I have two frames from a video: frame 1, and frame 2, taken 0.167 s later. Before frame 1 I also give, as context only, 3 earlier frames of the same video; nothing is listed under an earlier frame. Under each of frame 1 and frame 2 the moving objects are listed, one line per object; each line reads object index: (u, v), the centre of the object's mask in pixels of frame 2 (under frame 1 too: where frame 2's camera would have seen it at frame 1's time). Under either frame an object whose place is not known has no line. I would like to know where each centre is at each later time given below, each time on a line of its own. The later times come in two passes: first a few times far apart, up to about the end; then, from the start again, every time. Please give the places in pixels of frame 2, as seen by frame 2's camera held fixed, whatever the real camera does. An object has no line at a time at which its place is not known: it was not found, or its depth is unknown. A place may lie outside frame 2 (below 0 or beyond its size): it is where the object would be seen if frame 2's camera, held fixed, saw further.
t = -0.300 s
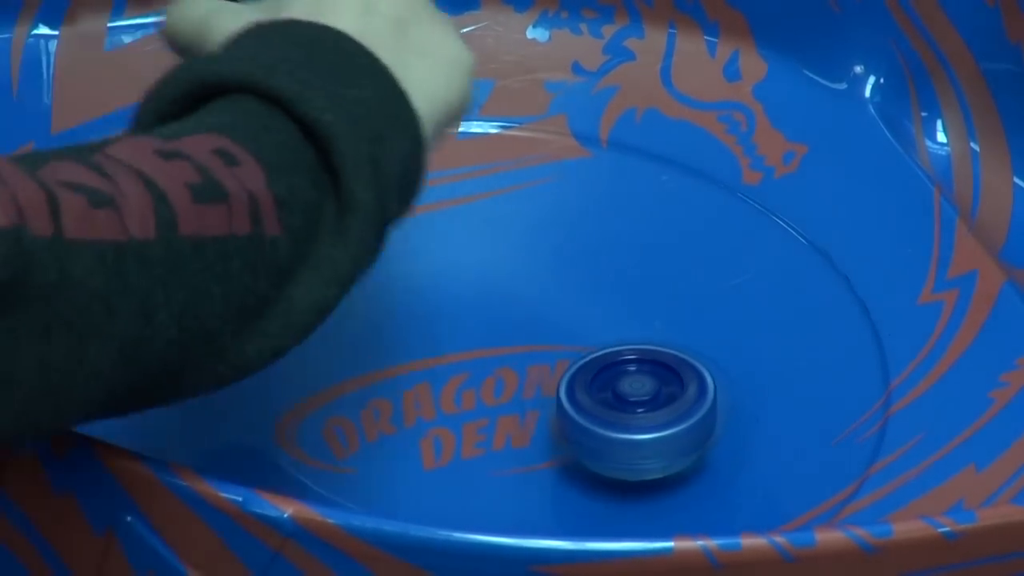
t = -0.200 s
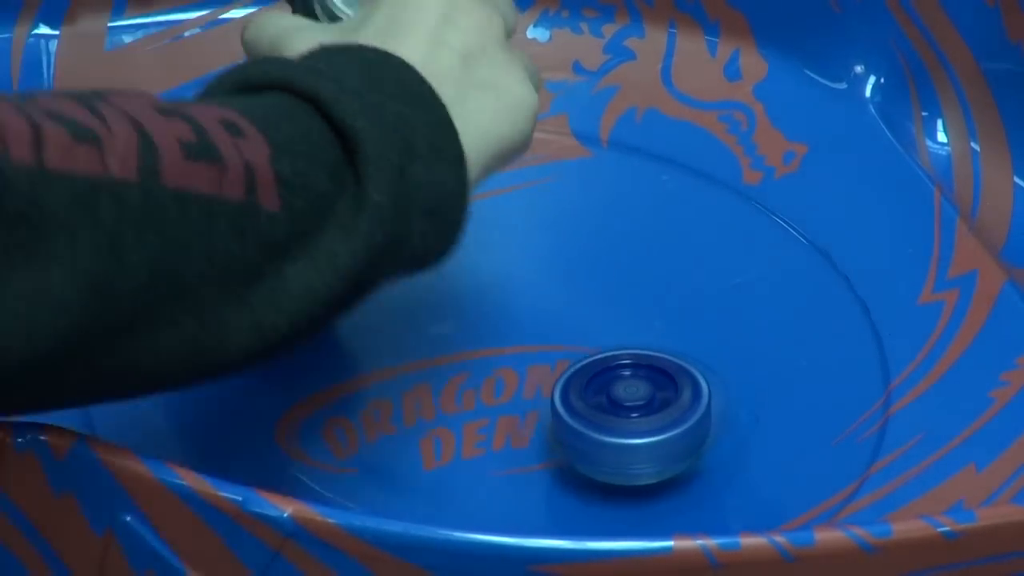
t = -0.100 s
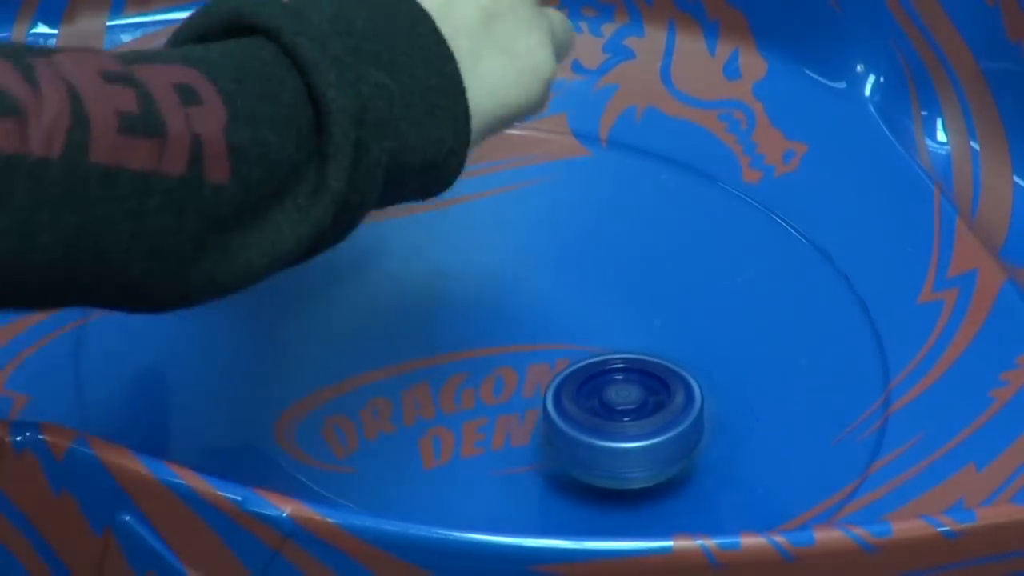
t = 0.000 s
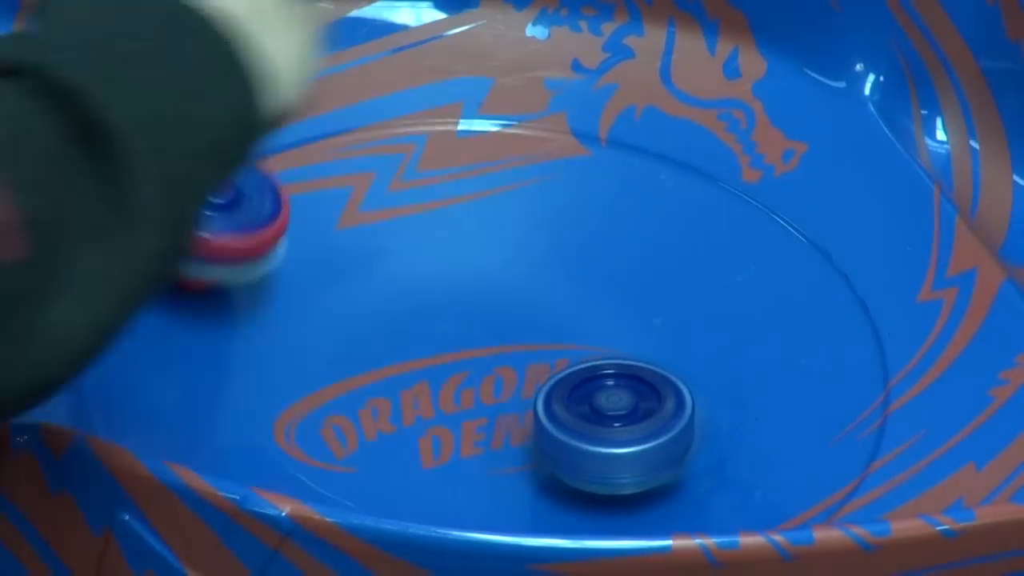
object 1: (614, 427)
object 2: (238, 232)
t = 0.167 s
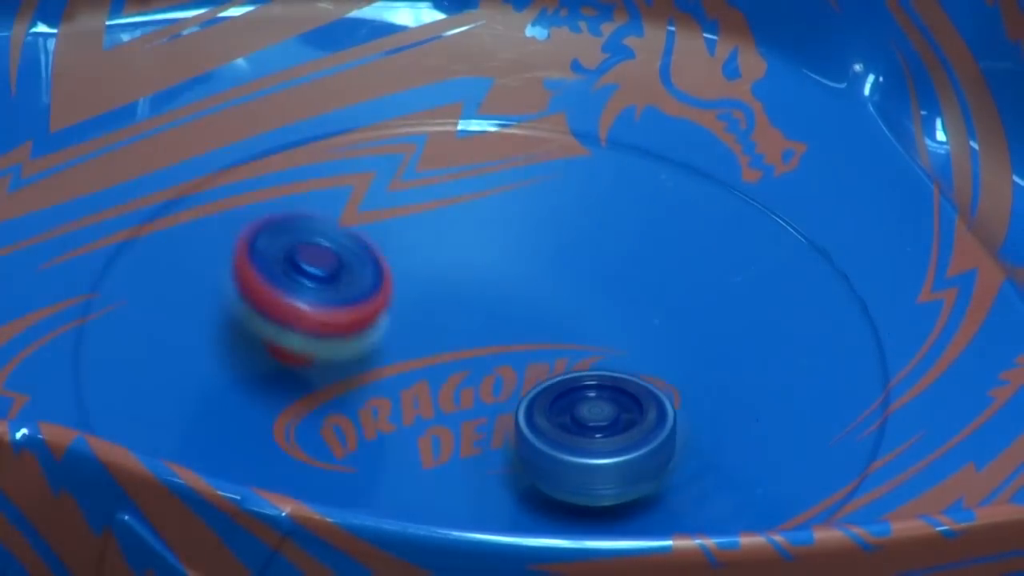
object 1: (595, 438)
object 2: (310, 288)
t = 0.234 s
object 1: (588, 442)
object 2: (379, 335)
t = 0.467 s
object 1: (605, 454)
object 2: (463, 309)
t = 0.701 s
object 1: (599, 445)
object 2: (525, 232)
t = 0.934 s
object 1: (561, 450)
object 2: (488, 210)
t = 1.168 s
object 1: (514, 457)
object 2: (455, 262)
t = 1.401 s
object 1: (471, 458)
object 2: (556, 266)
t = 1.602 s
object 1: (435, 455)
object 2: (622, 260)
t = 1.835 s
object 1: (403, 446)
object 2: (589, 265)
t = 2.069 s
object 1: (377, 434)
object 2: (634, 315)
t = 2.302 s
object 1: (359, 420)
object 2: (665, 343)
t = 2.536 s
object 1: (346, 402)
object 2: (648, 362)
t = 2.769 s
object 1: (339, 383)
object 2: (638, 402)
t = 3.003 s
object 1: (341, 362)
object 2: (595, 426)
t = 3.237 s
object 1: (352, 345)
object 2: (543, 446)
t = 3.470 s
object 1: (372, 328)
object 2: (492, 448)
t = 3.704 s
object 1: (397, 314)
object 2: (442, 443)
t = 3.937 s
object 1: (438, 303)
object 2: (417, 431)
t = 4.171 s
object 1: (480, 307)
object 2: (355, 396)
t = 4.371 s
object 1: (512, 315)
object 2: (339, 374)
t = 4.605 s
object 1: (551, 328)
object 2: (332, 348)
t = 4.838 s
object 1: (581, 344)
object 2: (339, 315)
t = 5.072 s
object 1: (600, 370)
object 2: (371, 282)
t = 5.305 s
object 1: (610, 394)
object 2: (438, 258)
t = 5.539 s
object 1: (606, 417)
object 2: (533, 257)
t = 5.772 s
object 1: (591, 437)
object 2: (578, 266)
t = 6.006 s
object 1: (568, 448)
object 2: (595, 284)
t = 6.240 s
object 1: (538, 454)
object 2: (614, 305)
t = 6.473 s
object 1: (501, 455)
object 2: (625, 328)
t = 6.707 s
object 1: (464, 449)
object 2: (631, 350)
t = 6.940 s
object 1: (435, 435)
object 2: (624, 364)
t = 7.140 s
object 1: (410, 421)
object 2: (623, 371)
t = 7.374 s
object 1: (406, 400)
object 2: (615, 369)
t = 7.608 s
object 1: (414, 377)
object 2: (630, 366)
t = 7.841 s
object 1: (438, 364)
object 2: (651, 360)
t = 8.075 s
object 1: (459, 351)
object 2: (670, 352)
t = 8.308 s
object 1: (459, 338)
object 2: (681, 352)
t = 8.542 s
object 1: (447, 320)
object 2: (680, 368)
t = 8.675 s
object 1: (436, 312)
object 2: (656, 377)
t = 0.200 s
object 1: (591, 440)
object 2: (343, 317)
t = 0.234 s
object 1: (588, 442)
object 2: (379, 335)
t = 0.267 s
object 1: (585, 445)
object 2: (411, 347)
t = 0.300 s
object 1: (593, 454)
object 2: (422, 346)
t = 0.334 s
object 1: (597, 459)
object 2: (432, 342)
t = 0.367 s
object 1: (600, 459)
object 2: (441, 336)
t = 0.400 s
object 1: (602, 458)
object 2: (448, 329)
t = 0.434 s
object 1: (604, 456)
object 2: (455, 319)
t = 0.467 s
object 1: (605, 454)
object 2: (463, 309)
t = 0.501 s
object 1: (607, 452)
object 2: (470, 299)
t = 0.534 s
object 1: (607, 450)
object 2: (478, 289)
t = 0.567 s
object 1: (607, 449)
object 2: (487, 278)
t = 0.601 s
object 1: (606, 448)
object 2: (497, 268)
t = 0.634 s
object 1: (604, 446)
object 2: (507, 256)
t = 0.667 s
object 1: (602, 446)
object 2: (517, 245)
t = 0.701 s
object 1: (599, 445)
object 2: (525, 232)
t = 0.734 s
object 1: (595, 444)
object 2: (530, 220)
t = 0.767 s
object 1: (591, 444)
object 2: (529, 210)
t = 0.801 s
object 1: (586, 445)
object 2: (526, 204)
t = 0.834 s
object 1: (579, 447)
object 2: (519, 200)
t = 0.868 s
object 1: (574, 447)
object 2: (510, 200)
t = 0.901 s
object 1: (568, 449)
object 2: (500, 204)
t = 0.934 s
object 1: (561, 450)
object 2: (488, 210)
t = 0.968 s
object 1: (555, 451)
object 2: (477, 218)
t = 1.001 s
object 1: (548, 452)
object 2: (466, 229)
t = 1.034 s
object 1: (541, 453)
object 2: (458, 237)
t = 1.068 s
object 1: (534, 454)
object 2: (453, 245)
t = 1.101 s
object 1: (527, 455)
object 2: (451, 253)
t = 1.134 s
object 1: (520, 457)
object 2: (452, 258)
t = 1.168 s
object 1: (514, 457)
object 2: (455, 262)
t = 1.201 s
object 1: (508, 458)
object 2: (463, 264)
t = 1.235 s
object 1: (502, 457)
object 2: (474, 265)
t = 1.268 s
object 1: (494, 458)
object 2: (486, 265)
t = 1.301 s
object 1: (488, 459)
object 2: (502, 266)
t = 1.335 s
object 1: (481, 459)
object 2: (519, 266)
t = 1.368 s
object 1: (477, 458)
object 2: (537, 266)
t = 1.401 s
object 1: (471, 458)
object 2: (556, 266)
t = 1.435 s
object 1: (464, 458)
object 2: (575, 266)
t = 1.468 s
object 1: (456, 459)
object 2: (593, 266)
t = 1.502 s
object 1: (452, 457)
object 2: (607, 265)
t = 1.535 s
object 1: (446, 457)
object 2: (616, 263)
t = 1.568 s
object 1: (440, 456)
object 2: (621, 262)
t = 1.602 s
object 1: (435, 455)
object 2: (622, 260)
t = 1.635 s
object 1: (430, 454)
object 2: (621, 258)
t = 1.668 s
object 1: (425, 452)
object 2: (617, 256)
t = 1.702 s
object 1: (419, 452)
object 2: (611, 256)
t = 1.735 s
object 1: (416, 450)
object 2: (605, 257)
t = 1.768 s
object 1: (411, 450)
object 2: (598, 259)
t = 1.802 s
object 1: (405, 449)
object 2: (592, 262)
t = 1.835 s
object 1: (403, 446)
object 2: (589, 265)
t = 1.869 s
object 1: (399, 444)
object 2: (587, 269)
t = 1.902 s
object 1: (394, 443)
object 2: (589, 275)
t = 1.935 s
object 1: (390, 442)
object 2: (592, 282)
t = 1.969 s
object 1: (387, 441)
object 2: (601, 288)
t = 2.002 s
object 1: (382, 439)
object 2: (610, 297)
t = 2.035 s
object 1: (380, 437)
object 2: (621, 306)
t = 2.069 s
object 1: (377, 434)
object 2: (634, 315)
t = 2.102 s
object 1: (375, 432)
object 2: (645, 324)
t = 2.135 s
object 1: (372, 431)
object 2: (655, 331)
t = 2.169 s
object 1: (368, 428)
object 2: (663, 335)
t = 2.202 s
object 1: (366, 426)
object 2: (668, 338)
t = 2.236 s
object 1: (364, 423)
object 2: (669, 340)
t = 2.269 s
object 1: (362, 422)
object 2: (668, 342)
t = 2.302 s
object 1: (359, 420)
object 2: (665, 343)
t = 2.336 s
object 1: (357, 417)
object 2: (662, 343)
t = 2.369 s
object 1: (355, 415)
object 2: (658, 344)
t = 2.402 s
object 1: (353, 413)
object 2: (654, 345)
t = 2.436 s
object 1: (350, 410)
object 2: (652, 346)
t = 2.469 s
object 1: (349, 407)
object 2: (649, 350)
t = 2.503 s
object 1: (348, 405)
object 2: (648, 356)
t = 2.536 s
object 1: (346, 402)
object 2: (648, 362)
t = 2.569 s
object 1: (344, 400)
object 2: (648, 369)
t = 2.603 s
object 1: (344, 396)
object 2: (648, 376)
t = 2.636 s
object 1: (343, 394)
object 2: (648, 383)
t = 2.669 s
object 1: (342, 391)
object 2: (647, 389)
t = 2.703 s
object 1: (340, 389)
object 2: (645, 394)
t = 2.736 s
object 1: (339, 387)
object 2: (641, 398)
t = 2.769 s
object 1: (339, 383)
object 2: (638, 402)
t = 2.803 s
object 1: (340, 379)
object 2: (632, 405)
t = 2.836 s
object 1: (340, 376)
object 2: (627, 409)
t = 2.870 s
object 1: (339, 373)
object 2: (621, 413)
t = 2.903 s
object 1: (339, 371)
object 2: (615, 416)
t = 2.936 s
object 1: (340, 368)
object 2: (609, 419)
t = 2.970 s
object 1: (340, 365)
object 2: (602, 422)
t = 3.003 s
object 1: (341, 362)
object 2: (595, 426)
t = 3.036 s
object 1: (343, 359)
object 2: (589, 430)
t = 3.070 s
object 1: (345, 357)
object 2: (580, 434)
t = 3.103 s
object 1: (346, 354)
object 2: (574, 437)
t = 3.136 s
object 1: (347, 351)
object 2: (565, 439)
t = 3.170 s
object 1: (349, 349)
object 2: (558, 442)
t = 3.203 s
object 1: (350, 348)
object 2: (550, 444)
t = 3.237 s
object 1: (352, 345)
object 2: (543, 446)
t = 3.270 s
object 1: (354, 343)
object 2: (536, 448)
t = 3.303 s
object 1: (356, 340)
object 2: (530, 448)
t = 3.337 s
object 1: (359, 338)
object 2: (522, 449)
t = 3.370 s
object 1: (362, 335)
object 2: (514, 449)
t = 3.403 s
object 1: (365, 333)
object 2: (507, 449)
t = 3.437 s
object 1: (368, 330)
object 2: (498, 449)
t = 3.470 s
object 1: (372, 328)
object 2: (492, 448)
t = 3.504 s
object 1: (376, 324)
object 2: (484, 448)
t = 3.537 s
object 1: (380, 323)
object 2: (479, 446)
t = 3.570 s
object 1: (384, 320)
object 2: (471, 447)
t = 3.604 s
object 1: (388, 318)
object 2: (464, 446)
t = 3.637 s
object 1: (392, 316)
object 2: (457, 445)
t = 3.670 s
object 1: (395, 314)
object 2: (449, 444)
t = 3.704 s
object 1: (397, 314)
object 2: (442, 443)
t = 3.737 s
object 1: (403, 312)
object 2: (437, 442)
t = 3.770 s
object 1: (408, 312)
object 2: (432, 441)
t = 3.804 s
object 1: (414, 310)
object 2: (429, 440)
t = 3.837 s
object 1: (420, 307)
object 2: (426, 437)
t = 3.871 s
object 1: (425, 307)
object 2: (423, 436)
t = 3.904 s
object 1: (433, 304)
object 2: (422, 434)
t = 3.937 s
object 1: (438, 303)
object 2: (417, 431)
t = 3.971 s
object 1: (444, 303)
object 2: (409, 428)
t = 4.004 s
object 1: (452, 303)
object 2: (400, 423)
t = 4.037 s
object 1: (458, 304)
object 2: (391, 418)
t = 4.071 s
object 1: (464, 304)
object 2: (380, 412)
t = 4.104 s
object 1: (470, 305)
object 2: (371, 406)
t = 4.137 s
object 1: (475, 305)
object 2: (362, 400)
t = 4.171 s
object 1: (480, 307)
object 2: (355, 396)
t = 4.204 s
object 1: (485, 309)
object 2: (350, 392)
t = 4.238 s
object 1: (490, 310)
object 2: (345, 388)
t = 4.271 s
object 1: (496, 310)
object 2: (343, 384)
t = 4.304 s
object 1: (501, 311)
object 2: (341, 382)
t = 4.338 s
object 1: (506, 313)
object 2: (339, 378)
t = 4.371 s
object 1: (512, 315)
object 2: (339, 374)
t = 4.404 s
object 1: (520, 314)
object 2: (338, 370)
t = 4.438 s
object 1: (523, 316)
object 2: (337, 366)
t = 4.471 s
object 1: (529, 321)
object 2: (336, 362)
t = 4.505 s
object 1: (534, 322)
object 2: (335, 359)
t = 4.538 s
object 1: (540, 321)
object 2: (333, 355)
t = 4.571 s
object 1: (545, 324)
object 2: (333, 351)
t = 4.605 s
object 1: (551, 328)
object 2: (332, 348)
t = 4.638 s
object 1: (556, 329)
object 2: (333, 343)
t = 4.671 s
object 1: (559, 331)
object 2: (333, 339)
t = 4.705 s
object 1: (563, 336)
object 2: (333, 335)
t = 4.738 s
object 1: (569, 336)
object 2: (334, 330)
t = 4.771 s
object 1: (572, 338)
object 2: (335, 326)
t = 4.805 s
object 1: (577, 342)
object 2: (337, 321)
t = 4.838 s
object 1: (581, 344)
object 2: (339, 315)
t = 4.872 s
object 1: (584, 347)
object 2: (342, 310)
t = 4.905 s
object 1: (588, 351)
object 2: (346, 306)
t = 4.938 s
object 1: (591, 353)
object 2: (351, 300)
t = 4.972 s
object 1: (594, 357)
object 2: (355, 296)
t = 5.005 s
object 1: (597, 360)
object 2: (359, 291)
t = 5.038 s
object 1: (599, 363)
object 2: (365, 287)
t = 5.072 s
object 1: (600, 370)
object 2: (371, 282)
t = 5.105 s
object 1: (603, 371)
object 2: (378, 277)
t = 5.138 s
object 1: (604, 377)
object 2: (385, 273)
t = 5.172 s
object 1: (606, 378)
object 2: (394, 269)
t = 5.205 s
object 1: (607, 382)
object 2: (403, 265)
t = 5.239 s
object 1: (609, 386)
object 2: (413, 261)
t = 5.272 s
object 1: (608, 389)
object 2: (425, 259)
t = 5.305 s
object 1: (610, 394)
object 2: (438, 258)
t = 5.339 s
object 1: (610, 395)
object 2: (451, 256)
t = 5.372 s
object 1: (610, 401)
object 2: (465, 255)
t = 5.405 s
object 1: (609, 403)
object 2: (479, 255)
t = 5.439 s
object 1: (608, 409)
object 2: (493, 255)
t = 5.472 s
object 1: (608, 410)
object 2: (507, 255)
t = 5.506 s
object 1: (606, 416)
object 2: (520, 257)
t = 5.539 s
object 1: (606, 417)
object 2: (533, 257)
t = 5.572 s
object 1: (602, 422)
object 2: (545, 259)
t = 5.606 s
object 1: (602, 422)
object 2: (556, 259)
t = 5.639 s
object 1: (599, 427)
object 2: (564, 260)
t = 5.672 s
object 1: (598, 427)
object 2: (570, 260)
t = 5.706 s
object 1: (595, 432)
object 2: (574, 262)
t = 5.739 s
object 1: (593, 433)
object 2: (576, 265)
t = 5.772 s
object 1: (591, 437)
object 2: (578, 266)
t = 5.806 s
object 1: (587, 438)
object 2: (580, 268)
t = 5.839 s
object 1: (586, 440)
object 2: (583, 271)
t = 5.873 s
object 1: (582, 441)
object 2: (585, 274)
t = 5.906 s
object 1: (580, 443)
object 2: (588, 276)
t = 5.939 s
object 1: (576, 445)
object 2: (591, 279)
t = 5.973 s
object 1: (572, 446)
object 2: (592, 282)
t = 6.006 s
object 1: (568, 448)
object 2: (595, 284)
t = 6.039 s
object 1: (563, 449)
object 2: (597, 287)
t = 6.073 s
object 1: (561, 450)
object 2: (600, 290)
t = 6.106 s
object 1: (556, 452)
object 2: (603, 292)
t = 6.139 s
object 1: (552, 452)
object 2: (607, 295)
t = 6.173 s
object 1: (547, 453)
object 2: (609, 298)
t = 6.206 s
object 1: (539, 454)
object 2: (611, 301)
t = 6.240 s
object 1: (538, 454)
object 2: (614, 305)
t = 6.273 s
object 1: (533, 455)
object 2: (616, 307)
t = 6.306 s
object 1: (528, 455)
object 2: (618, 312)
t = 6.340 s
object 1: (522, 456)
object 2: (620, 315)
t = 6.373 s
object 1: (516, 456)
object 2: (622, 319)
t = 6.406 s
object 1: (511, 456)
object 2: (623, 322)
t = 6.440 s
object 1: (506, 455)
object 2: (624, 326)
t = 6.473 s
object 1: (501, 455)
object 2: (625, 328)
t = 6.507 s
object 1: (495, 455)
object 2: (626, 332)
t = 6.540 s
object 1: (490, 454)
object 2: (627, 336)
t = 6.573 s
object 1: (485, 454)
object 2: (630, 338)
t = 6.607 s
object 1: (478, 453)
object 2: (631, 341)
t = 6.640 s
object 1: (474, 452)
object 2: (632, 345)
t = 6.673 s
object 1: (470, 450)
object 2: (632, 347)
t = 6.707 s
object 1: (464, 449)
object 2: (631, 350)
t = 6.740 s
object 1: (458, 447)
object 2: (629, 353)
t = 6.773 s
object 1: (454, 445)
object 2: (627, 355)
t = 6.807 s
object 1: (449, 444)
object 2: (627, 357)
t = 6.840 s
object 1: (444, 443)
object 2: (627, 359)
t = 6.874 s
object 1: (440, 439)
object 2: (628, 361)
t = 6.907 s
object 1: (437, 437)
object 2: (627, 362)
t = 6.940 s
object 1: (435, 435)
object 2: (624, 364)
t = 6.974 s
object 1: (430, 433)
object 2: (624, 365)
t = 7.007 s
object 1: (426, 430)
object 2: (623, 366)
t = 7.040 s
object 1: (424, 427)
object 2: (621, 367)
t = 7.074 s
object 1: (423, 424)
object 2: (619, 368)
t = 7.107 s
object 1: (418, 422)
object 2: (620, 370)
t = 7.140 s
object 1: (410, 421)
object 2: (623, 371)
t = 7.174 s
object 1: (406, 417)
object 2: (623, 371)
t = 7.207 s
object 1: (405, 413)
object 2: (623, 371)
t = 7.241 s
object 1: (404, 410)
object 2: (622, 371)
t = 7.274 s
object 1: (406, 406)
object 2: (620, 371)
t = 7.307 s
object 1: (406, 404)
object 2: (619, 371)
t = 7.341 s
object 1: (406, 401)
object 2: (617, 370)
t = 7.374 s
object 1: (406, 400)
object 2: (615, 369)
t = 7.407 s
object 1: (404, 399)
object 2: (616, 369)
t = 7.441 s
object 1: (401, 394)
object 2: (620, 370)
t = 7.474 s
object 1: (401, 390)
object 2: (621, 369)
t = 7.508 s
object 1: (404, 386)
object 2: (624, 368)
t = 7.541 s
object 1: (407, 383)
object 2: (626, 367)
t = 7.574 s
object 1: (410, 380)
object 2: (628, 366)
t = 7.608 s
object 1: (414, 377)
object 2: (630, 366)
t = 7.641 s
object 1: (417, 375)
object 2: (631, 365)
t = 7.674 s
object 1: (420, 373)
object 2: (633, 363)
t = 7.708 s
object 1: (422, 371)
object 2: (637, 363)
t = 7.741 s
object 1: (426, 369)
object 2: (640, 363)
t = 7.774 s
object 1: (430, 368)
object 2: (643, 362)
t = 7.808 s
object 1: (435, 366)
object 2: (646, 362)
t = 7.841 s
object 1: (438, 364)
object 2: (651, 360)
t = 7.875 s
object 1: (437, 360)
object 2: (660, 362)
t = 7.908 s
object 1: (438, 357)
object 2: (668, 362)
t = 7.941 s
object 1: (441, 355)
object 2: (671, 361)
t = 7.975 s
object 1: (446, 354)
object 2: (670, 359)
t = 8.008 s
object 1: (451, 353)
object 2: (670, 357)
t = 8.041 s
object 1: (455, 351)
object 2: (669, 354)
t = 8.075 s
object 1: (459, 351)
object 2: (670, 352)
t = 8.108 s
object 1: (452, 346)
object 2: (681, 354)
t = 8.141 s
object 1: (452, 346)
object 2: (684, 354)
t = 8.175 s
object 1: (455, 347)
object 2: (683, 354)
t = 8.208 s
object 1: (458, 347)
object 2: (682, 353)
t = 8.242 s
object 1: (462, 344)
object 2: (678, 351)
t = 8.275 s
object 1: (465, 343)
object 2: (676, 349)
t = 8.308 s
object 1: (459, 338)
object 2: (681, 352)
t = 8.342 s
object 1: (457, 337)
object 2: (681, 352)
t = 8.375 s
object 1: (461, 341)
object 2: (679, 353)
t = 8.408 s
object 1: (464, 337)
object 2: (676, 353)
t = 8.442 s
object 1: (465, 335)
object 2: (673, 353)
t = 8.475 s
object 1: (465, 336)
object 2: (668, 353)
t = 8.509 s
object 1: (455, 331)
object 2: (676, 362)
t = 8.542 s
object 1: (447, 320)
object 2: (680, 368)
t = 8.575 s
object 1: (439, 316)
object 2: (677, 373)
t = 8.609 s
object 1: (439, 315)
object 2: (671, 375)
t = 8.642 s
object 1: (437, 312)
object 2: (665, 376)
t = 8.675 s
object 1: (436, 312)
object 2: (656, 377)
